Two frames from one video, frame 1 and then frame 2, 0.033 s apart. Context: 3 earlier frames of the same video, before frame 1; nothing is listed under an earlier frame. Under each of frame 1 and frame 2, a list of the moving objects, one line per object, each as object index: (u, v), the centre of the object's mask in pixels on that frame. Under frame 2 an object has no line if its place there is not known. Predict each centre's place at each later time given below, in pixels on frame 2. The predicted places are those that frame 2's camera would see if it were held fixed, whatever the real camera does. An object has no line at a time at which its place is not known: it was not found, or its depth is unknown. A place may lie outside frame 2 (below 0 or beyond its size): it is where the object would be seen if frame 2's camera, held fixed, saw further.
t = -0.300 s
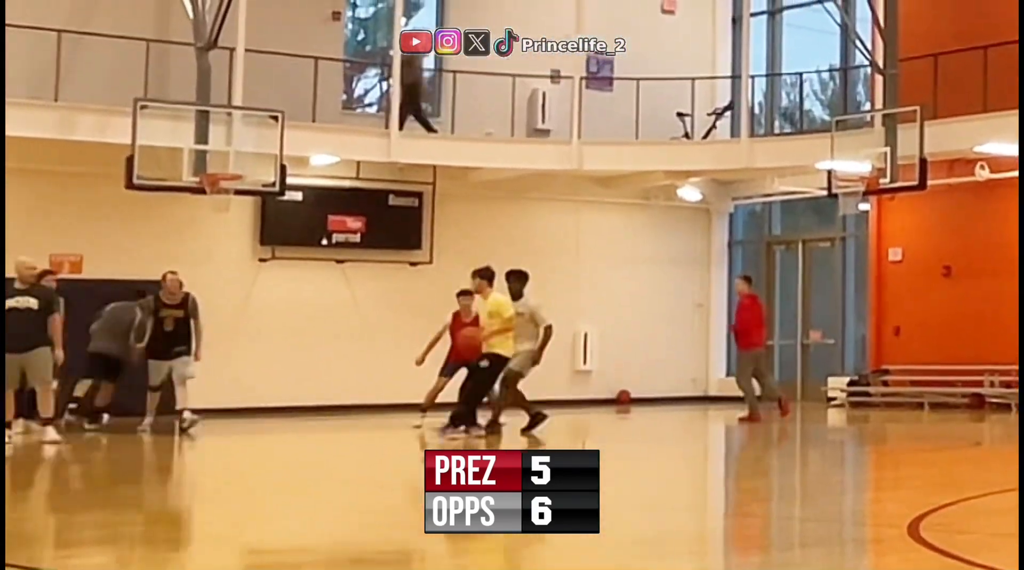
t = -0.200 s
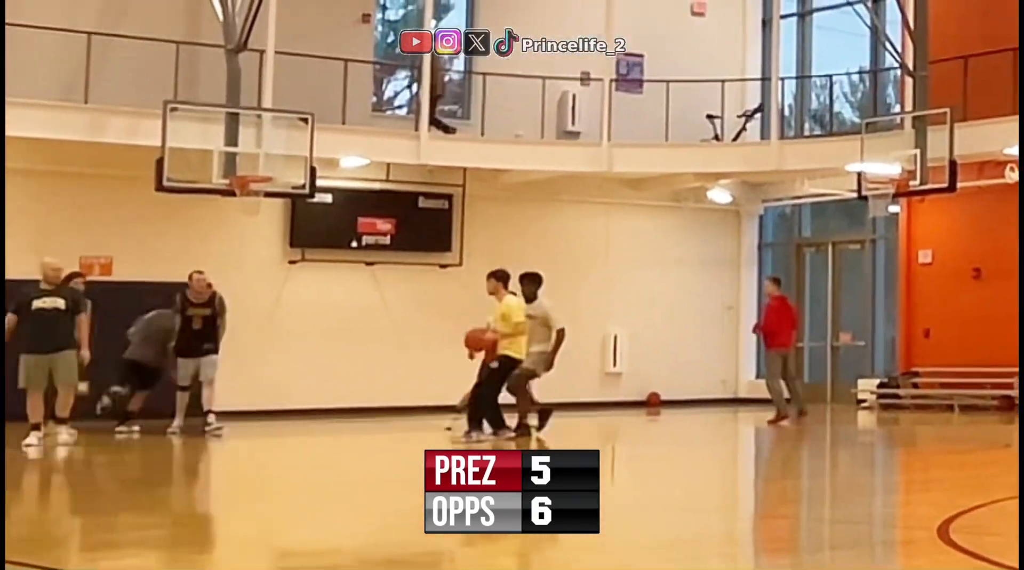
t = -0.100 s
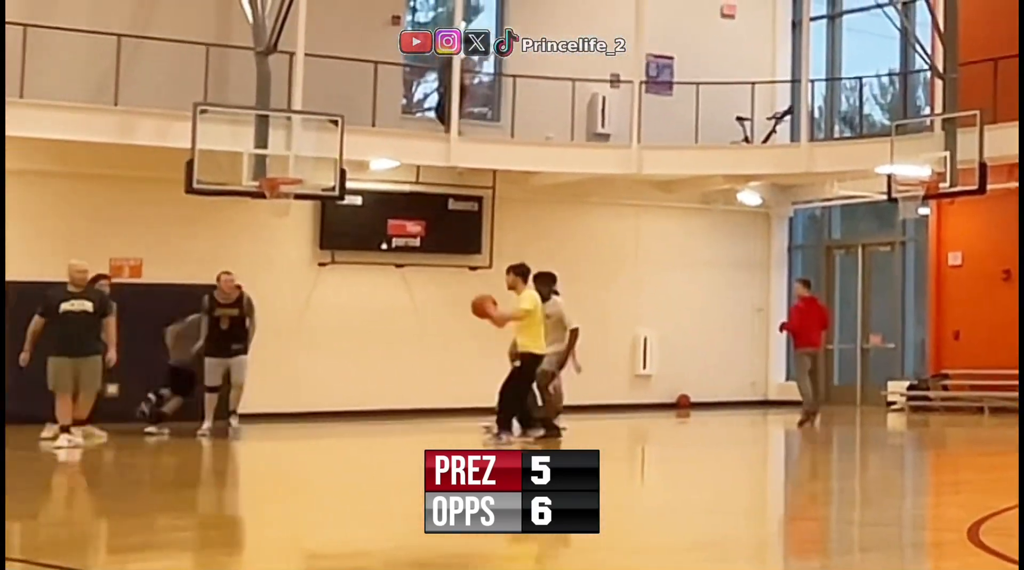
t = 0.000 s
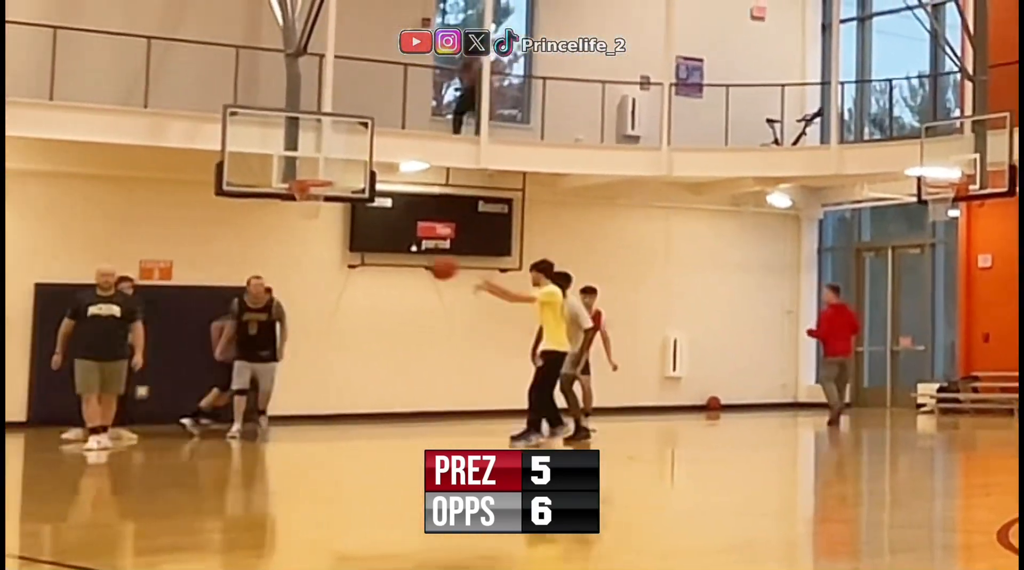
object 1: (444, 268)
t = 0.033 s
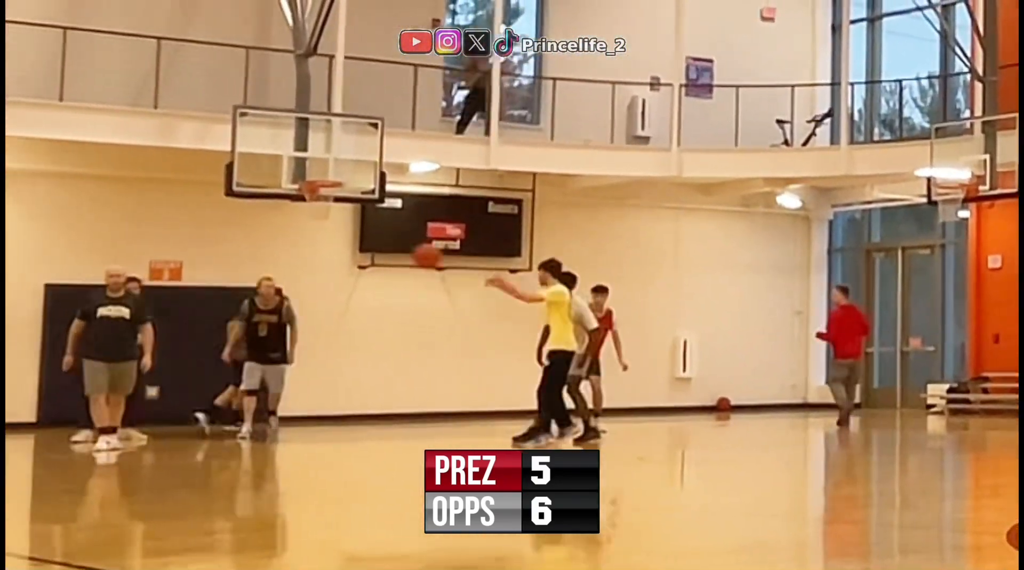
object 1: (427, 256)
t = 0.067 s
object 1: (402, 244)
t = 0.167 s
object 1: (327, 219)
